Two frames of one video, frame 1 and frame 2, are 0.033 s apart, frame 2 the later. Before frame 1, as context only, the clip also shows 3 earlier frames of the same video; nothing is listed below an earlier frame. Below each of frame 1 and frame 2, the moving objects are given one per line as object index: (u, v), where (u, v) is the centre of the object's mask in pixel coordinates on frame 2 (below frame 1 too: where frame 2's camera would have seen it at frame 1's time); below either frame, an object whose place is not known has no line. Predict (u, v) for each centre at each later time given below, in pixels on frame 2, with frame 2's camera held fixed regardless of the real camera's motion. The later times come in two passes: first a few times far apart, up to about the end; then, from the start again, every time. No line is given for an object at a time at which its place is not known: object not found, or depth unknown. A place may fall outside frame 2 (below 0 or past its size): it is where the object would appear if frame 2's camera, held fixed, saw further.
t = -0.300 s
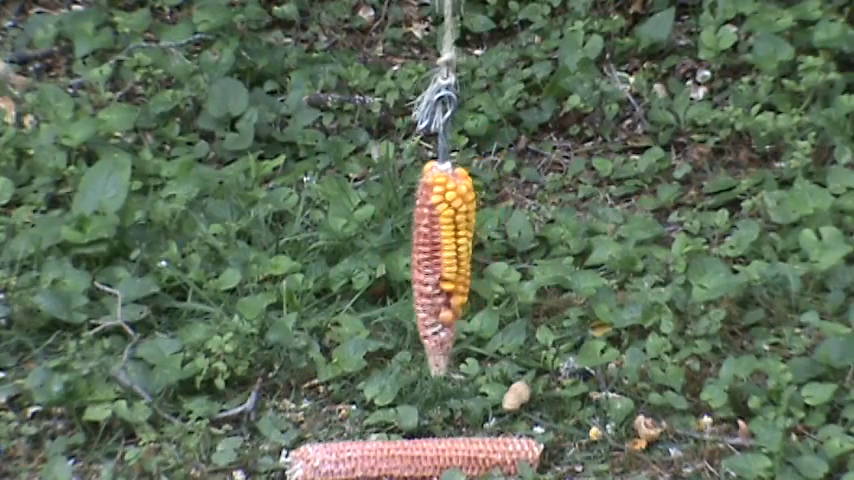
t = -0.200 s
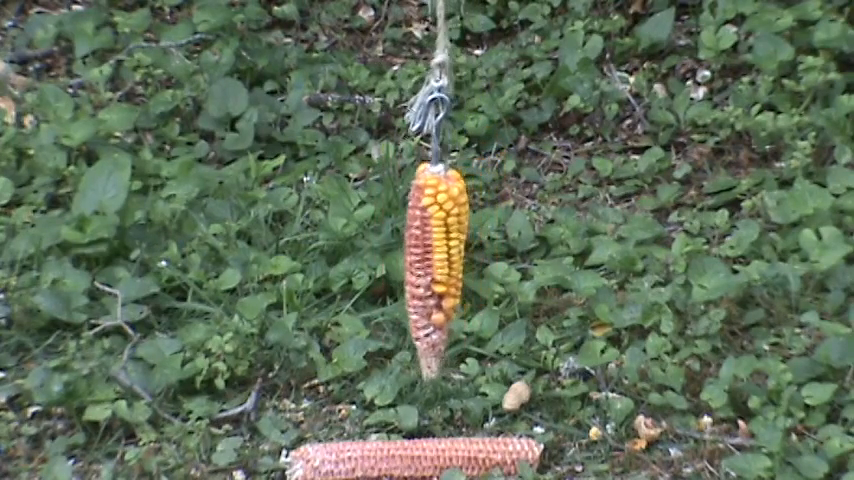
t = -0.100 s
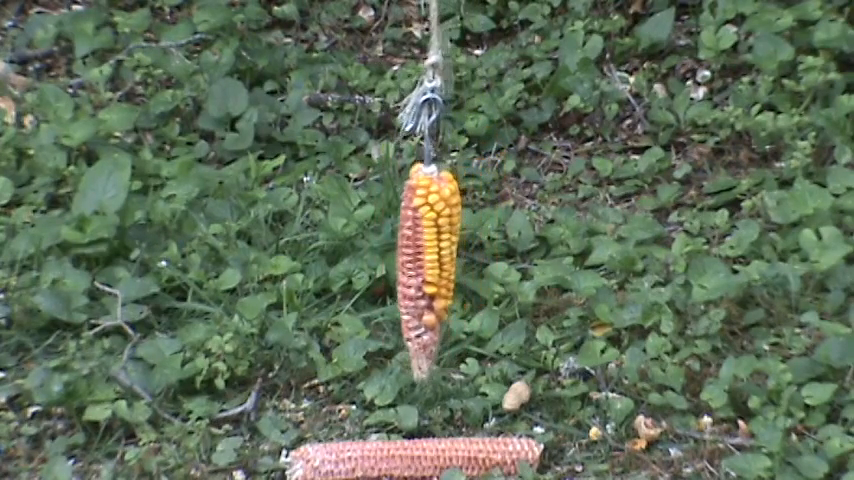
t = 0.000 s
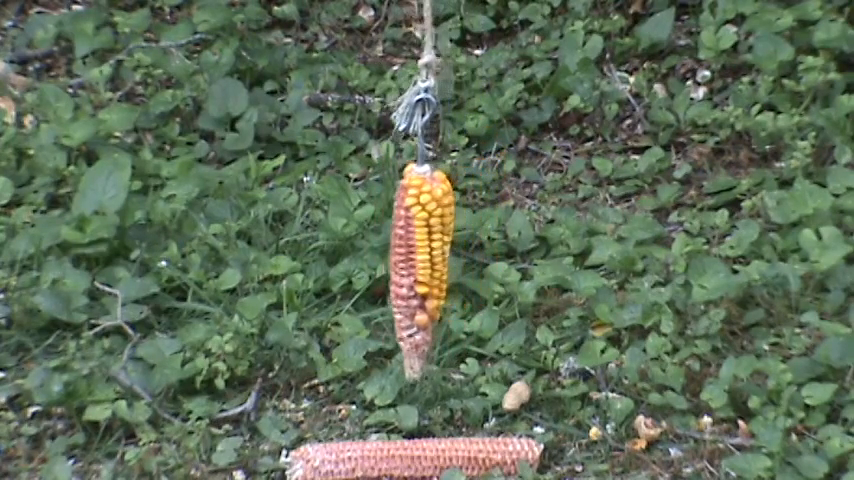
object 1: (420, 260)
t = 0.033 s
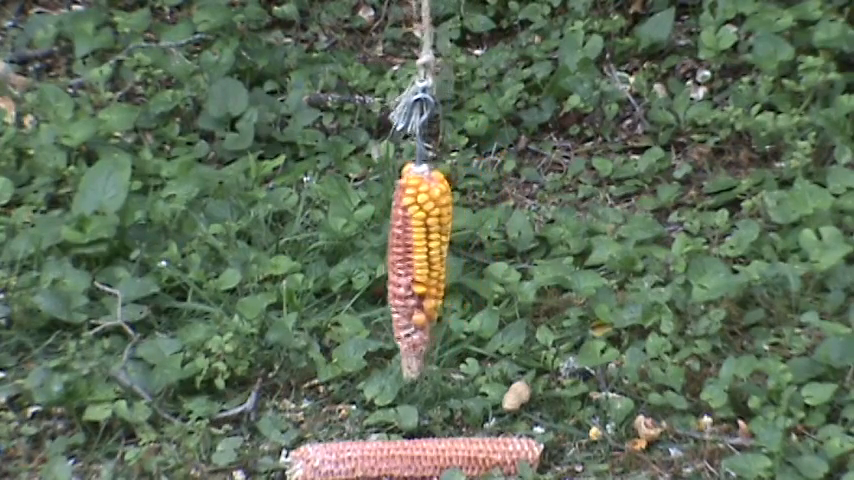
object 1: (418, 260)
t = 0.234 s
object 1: (408, 255)
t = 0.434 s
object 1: (404, 247)
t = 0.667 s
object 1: (407, 233)
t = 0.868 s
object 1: (416, 221)
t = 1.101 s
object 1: (432, 210)
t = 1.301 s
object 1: (448, 205)
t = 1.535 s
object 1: (465, 205)
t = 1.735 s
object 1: (475, 210)
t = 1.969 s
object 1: (479, 221)
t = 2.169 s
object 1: (476, 232)
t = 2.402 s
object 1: (465, 244)
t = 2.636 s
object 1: (450, 252)
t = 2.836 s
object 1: (434, 256)
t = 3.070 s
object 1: (419, 254)
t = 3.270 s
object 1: (410, 248)
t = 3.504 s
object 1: (407, 239)
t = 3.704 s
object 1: (411, 228)
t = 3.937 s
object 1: (423, 217)
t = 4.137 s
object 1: (437, 210)
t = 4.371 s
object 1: (454, 208)
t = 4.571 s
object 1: (468, 210)
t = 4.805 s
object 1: (479, 217)
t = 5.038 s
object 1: (483, 229)
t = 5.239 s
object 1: (479, 239)
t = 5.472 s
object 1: (469, 250)
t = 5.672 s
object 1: (457, 255)
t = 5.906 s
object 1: (440, 257)
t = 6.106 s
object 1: (428, 254)
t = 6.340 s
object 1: (420, 246)
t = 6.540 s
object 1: (419, 236)
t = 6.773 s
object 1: (424, 224)
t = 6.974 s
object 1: (434, 215)
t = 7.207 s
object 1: (448, 209)
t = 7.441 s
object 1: (464, 209)
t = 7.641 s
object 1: (474, 214)
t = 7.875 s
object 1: (481, 223)
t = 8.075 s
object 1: (481, 232)
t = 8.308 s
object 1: (475, 244)
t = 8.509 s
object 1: (465, 252)
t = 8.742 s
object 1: (451, 256)
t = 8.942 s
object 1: (439, 255)
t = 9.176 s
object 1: (429, 250)
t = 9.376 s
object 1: (425, 241)
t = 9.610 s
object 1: (427, 229)
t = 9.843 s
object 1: (435, 217)
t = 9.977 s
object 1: (441, 212)
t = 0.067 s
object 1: (416, 259)
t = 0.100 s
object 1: (414, 259)
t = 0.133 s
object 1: (412, 259)
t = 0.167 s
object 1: (410, 258)
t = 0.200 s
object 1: (409, 257)
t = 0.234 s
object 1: (408, 255)
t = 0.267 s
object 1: (407, 253)
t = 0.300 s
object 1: (405, 252)
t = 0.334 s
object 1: (405, 251)
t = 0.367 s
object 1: (404, 250)
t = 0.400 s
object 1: (404, 248)
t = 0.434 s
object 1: (404, 247)
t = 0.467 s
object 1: (404, 245)
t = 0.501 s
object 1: (404, 244)
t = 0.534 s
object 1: (404, 242)
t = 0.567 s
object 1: (405, 240)
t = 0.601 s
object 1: (405, 238)
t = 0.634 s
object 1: (406, 235)
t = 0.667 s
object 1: (407, 233)
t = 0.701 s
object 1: (408, 231)
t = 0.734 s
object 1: (409, 229)
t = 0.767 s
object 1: (411, 227)
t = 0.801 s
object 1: (413, 225)
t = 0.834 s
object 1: (414, 223)
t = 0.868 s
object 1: (416, 221)
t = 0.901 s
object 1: (418, 219)
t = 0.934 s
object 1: (420, 217)
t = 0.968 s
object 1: (422, 216)
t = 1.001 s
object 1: (425, 214)
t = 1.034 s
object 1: (427, 212)
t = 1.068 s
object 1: (429, 211)
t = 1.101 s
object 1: (432, 210)
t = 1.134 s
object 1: (435, 209)
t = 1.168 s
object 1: (438, 208)
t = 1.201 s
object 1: (441, 207)
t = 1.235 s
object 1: (443, 207)
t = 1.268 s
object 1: (446, 206)
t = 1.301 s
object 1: (448, 205)
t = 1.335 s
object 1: (451, 205)
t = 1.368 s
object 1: (453, 205)
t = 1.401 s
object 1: (456, 205)
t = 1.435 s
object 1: (459, 205)
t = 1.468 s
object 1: (461, 205)
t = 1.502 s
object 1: (463, 205)
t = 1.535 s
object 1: (465, 205)
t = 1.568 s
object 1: (467, 206)
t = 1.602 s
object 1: (469, 206)
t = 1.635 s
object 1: (471, 207)
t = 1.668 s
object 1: (472, 208)
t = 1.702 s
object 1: (474, 209)
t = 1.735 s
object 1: (475, 210)
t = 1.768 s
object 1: (476, 212)
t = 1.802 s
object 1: (477, 213)
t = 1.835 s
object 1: (478, 215)
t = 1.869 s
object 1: (478, 216)
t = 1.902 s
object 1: (479, 218)
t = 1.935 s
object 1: (479, 219)
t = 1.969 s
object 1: (479, 221)
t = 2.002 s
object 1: (479, 223)
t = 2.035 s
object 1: (478, 225)
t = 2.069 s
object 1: (478, 227)
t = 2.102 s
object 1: (478, 229)
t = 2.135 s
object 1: (477, 231)
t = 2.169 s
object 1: (476, 232)
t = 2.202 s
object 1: (475, 234)
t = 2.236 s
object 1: (474, 236)
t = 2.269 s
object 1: (472, 238)
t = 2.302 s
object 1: (471, 240)
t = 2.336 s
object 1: (469, 241)
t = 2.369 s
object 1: (467, 243)
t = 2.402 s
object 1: (465, 244)
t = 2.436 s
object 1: (464, 245)
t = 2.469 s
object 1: (461, 247)
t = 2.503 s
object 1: (459, 248)
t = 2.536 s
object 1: (457, 250)
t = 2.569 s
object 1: (455, 251)
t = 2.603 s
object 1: (452, 252)
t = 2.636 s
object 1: (450, 252)
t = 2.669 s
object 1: (447, 253)
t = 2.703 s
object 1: (445, 254)
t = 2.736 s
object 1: (442, 255)
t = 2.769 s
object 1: (440, 255)
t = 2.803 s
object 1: (437, 255)
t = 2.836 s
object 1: (434, 256)
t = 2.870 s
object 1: (432, 255)
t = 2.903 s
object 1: (429, 256)
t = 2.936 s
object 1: (428, 257)
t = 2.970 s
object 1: (425, 256)
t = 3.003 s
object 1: (423, 255)
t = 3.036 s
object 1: (421, 254)
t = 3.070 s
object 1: (419, 254)
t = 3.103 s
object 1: (417, 253)
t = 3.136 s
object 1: (415, 252)
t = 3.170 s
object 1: (414, 251)
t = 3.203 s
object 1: (412, 250)
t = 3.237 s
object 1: (411, 249)
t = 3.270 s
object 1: (410, 248)
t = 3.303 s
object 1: (409, 247)
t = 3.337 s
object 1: (408, 245)
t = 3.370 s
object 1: (408, 244)
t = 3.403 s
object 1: (407, 243)
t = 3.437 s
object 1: (407, 241)
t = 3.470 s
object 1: (407, 240)
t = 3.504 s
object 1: (407, 239)
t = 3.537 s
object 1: (407, 238)
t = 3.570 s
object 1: (408, 235)
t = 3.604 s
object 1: (409, 234)
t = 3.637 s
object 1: (409, 232)
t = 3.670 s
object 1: (410, 230)
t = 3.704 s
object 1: (411, 228)
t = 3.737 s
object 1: (412, 227)
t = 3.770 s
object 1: (414, 225)
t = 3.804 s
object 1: (416, 224)
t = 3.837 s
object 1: (417, 222)
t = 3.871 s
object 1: (419, 220)
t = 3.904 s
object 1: (421, 219)
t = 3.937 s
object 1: (423, 217)
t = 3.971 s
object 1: (425, 216)
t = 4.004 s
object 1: (427, 215)
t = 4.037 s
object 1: (429, 213)
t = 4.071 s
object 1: (432, 212)
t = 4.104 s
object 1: (434, 211)
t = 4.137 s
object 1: (437, 210)
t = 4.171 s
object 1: (439, 210)
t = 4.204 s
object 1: (442, 209)
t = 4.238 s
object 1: (444, 208)
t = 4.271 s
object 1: (447, 208)
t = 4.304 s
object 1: (449, 207)
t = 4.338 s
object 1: (452, 207)
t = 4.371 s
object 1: (454, 208)
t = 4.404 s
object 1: (457, 208)
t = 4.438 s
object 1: (459, 208)
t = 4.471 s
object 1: (461, 208)
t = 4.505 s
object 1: (464, 210)
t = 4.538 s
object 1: (466, 210)
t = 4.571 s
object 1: (468, 210)
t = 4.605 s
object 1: (470, 211)
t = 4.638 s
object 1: (472, 212)
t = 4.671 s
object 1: (473, 213)
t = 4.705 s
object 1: (475, 214)
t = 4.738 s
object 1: (477, 215)
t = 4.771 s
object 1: (478, 216)
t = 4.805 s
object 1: (479, 217)
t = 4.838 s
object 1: (480, 219)
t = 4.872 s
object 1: (481, 221)
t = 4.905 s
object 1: (482, 223)
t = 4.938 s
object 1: (482, 224)
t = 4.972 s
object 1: (482, 226)
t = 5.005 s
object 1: (482, 227)
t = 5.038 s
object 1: (483, 229)
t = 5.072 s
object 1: (482, 230)
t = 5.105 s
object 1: (482, 232)
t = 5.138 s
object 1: (482, 234)
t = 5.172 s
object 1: (481, 235)
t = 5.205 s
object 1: (480, 237)
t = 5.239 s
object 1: (479, 239)
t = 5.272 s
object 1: (478, 241)
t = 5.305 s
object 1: (477, 242)
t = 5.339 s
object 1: (476, 244)
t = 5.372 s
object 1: (475, 246)
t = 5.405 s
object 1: (473, 247)
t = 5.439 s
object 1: (471, 248)
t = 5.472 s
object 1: (469, 250)
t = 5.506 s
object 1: (468, 251)
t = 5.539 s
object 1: (466, 252)
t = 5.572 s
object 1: (464, 253)
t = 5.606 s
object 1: (461, 255)
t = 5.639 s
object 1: (459, 255)
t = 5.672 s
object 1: (457, 255)
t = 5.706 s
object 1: (454, 256)
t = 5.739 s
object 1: (452, 257)
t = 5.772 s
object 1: (450, 257)
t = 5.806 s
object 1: (447, 257)
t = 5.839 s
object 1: (445, 257)
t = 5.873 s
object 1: (443, 257)
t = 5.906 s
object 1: (440, 257)
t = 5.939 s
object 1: (438, 257)
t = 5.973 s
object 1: (436, 256)
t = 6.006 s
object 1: (434, 256)
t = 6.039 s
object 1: (432, 255)
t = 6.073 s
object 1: (430, 255)
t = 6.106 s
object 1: (428, 254)
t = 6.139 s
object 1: (427, 253)
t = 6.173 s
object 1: (425, 252)
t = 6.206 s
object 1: (424, 251)
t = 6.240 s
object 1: (423, 250)
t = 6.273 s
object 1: (422, 249)
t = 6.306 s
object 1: (421, 247)
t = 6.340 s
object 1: (420, 246)
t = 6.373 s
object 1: (420, 244)
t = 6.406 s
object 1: (419, 243)
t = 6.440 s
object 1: (419, 241)
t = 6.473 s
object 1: (419, 239)
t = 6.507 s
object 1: (419, 238)
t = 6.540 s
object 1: (419, 236)
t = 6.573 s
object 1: (419, 235)
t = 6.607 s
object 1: (420, 233)
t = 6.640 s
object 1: (420, 231)
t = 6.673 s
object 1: (421, 229)
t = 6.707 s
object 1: (422, 228)
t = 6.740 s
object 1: (423, 226)
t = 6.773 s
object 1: (424, 224)
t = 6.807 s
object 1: (426, 222)
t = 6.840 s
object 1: (427, 220)
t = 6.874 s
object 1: (429, 219)
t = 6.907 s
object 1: (430, 218)
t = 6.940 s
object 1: (432, 217)
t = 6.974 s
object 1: (434, 215)
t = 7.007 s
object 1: (436, 214)
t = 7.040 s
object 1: (437, 213)
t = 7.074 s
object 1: (440, 212)
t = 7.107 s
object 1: (442, 211)
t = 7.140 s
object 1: (444, 210)
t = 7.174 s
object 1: (446, 209)
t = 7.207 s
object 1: (448, 209)
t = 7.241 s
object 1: (450, 208)
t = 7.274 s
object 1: (453, 208)
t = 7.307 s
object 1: (455, 208)
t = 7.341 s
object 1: (457, 208)
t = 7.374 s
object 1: (459, 208)
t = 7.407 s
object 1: (462, 208)
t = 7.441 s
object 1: (464, 209)
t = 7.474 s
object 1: (465, 210)
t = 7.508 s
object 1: (467, 209)
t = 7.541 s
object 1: (469, 210)
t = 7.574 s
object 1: (471, 211)
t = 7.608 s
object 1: (473, 212)
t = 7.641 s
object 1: (474, 214)
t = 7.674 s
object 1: (476, 215)
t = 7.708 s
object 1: (477, 216)
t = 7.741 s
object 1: (478, 217)
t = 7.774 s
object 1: (479, 218)
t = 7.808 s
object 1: (480, 220)
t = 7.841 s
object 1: (481, 221)
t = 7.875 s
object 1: (481, 223)
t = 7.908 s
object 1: (482, 225)
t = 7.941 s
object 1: (482, 226)
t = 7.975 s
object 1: (482, 227)
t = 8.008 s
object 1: (482, 229)
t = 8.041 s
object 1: (482, 231)
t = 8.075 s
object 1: (481, 232)
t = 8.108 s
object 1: (481, 234)
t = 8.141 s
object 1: (480, 235)
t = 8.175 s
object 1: (479, 237)
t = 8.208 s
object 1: (478, 239)
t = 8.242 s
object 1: (477, 241)
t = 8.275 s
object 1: (476, 242)
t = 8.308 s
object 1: (475, 244)
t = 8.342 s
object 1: (474, 245)
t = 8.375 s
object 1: (472, 247)
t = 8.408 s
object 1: (470, 248)
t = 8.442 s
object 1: (468, 249)
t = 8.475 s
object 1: (467, 250)
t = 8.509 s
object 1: (465, 252)
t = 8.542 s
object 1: (463, 252)
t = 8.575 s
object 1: (461, 254)
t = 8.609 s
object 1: (459, 255)
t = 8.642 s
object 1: (457, 256)
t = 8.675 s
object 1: (455, 256)
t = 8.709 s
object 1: (453, 257)
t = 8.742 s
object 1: (451, 256)
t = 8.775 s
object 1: (449, 257)
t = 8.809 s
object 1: (446, 257)
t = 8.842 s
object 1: (445, 256)
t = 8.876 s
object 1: (442, 256)
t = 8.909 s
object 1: (440, 255)
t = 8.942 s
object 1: (439, 255)
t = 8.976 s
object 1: (437, 254)
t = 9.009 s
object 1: (435, 254)
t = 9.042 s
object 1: (434, 253)
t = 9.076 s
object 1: (432, 252)
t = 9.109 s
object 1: (431, 252)
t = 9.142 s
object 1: (430, 251)
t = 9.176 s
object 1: (429, 250)
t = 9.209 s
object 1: (428, 248)
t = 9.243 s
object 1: (427, 247)
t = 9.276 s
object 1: (426, 246)
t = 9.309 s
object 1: (426, 244)
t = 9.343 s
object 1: (425, 242)
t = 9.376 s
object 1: (425, 241)
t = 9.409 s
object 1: (425, 239)
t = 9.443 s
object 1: (425, 238)
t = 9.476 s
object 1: (425, 236)
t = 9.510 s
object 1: (426, 234)
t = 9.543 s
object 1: (426, 232)
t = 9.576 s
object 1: (427, 231)
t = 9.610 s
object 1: (427, 229)
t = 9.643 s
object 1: (428, 226)
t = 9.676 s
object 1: (429, 225)
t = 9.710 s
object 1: (430, 223)
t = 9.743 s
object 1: (431, 221)
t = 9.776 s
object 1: (433, 220)
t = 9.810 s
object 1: (434, 218)
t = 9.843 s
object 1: (435, 217)
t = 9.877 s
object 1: (436, 216)
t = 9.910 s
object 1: (438, 214)
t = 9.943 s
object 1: (440, 213)
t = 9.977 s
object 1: (441, 212)
